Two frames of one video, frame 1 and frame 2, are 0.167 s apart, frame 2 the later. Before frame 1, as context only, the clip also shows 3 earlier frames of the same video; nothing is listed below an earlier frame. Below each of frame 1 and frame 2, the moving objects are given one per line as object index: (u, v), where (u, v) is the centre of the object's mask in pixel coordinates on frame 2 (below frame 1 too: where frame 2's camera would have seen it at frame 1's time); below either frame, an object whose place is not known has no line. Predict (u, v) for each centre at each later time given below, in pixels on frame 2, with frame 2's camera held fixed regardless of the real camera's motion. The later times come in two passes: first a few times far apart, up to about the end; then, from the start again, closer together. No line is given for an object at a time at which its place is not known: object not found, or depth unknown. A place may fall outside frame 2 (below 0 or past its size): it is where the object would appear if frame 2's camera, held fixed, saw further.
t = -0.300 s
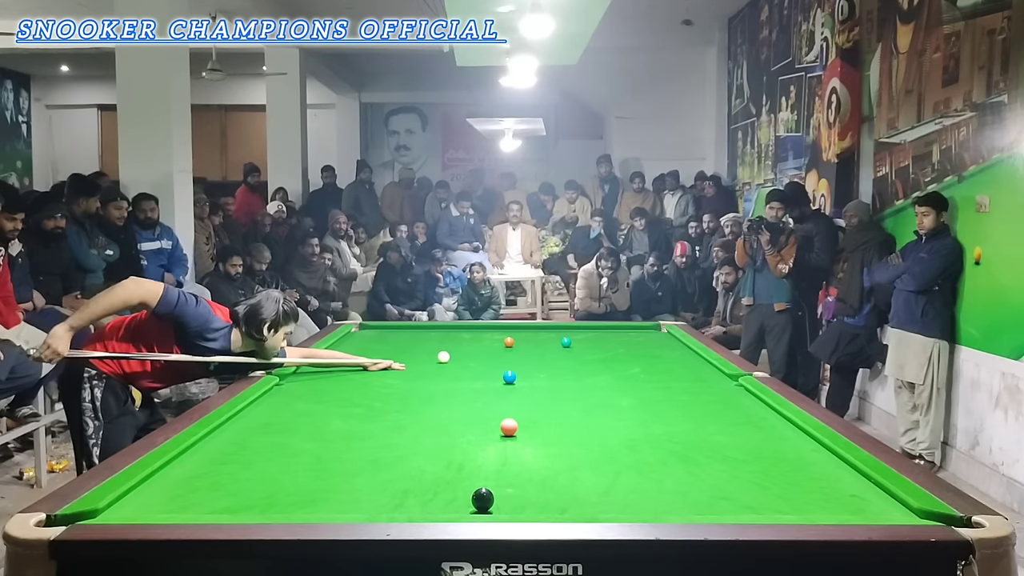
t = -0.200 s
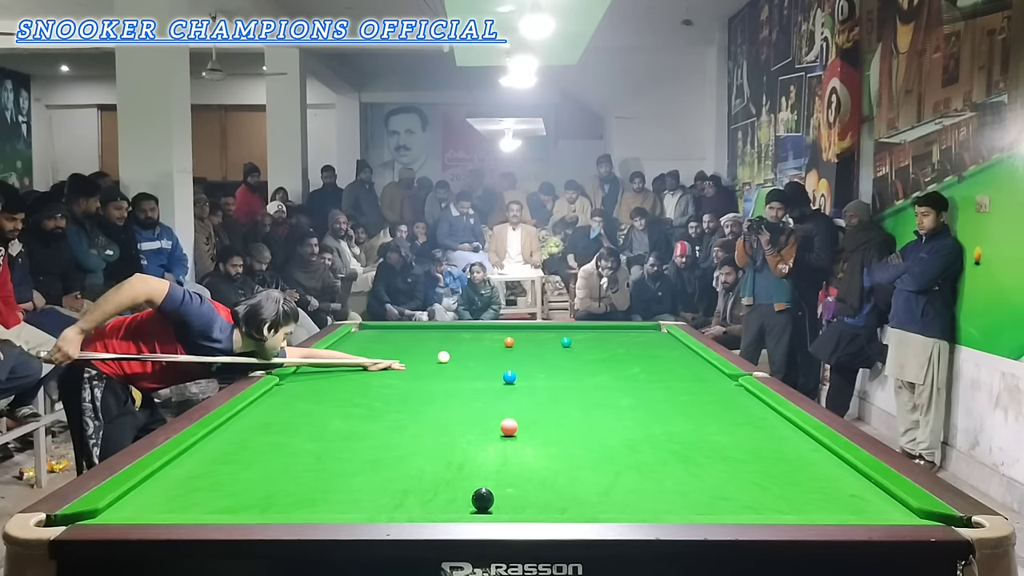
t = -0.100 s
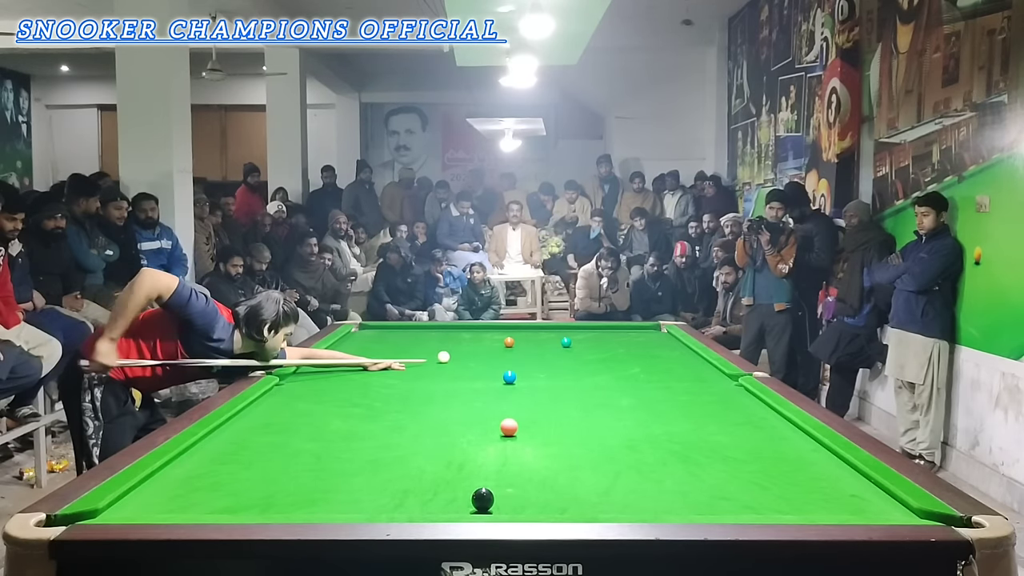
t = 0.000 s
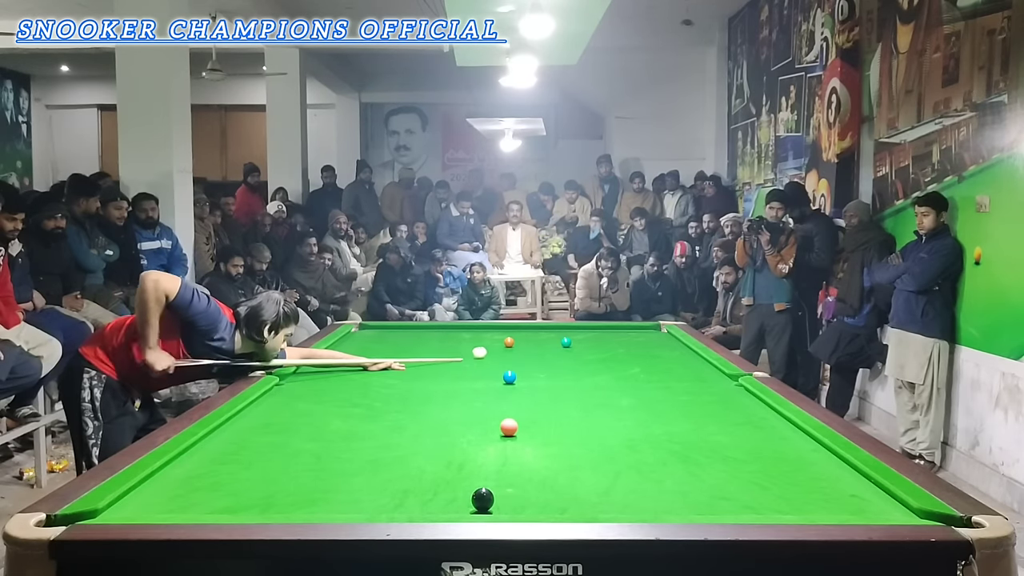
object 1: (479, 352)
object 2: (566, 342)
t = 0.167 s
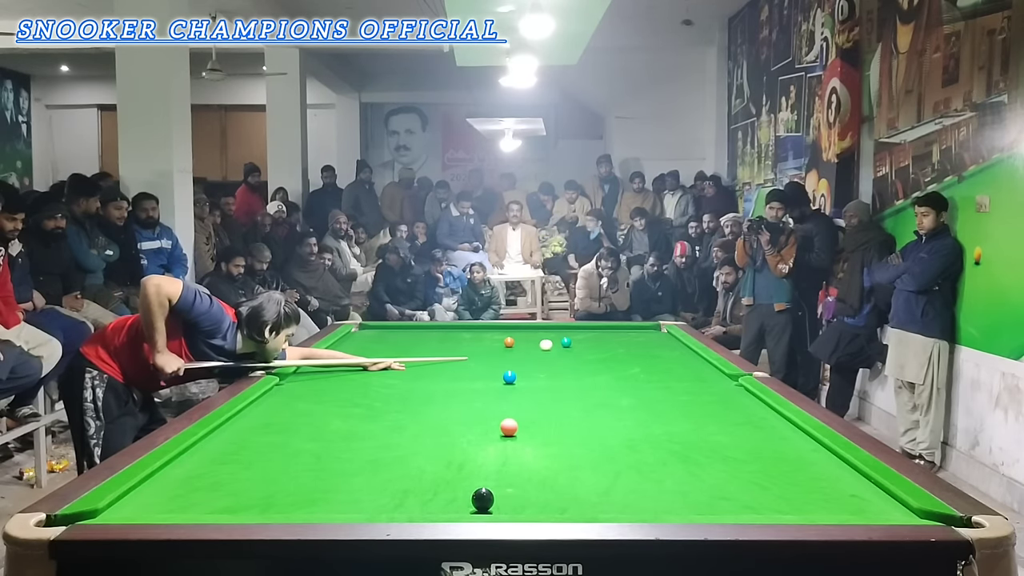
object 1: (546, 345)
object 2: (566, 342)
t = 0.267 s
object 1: (563, 343)
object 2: (577, 340)
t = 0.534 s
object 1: (572, 345)
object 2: (619, 333)
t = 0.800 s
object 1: (581, 347)
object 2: (652, 326)
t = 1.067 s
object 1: (588, 348)
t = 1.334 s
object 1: (594, 349)
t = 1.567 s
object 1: (598, 349)
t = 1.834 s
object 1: (602, 350)
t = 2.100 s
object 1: (604, 350)
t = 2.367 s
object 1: (605, 351)
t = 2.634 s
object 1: (606, 351)
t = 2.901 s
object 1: (606, 351)
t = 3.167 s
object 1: (606, 351)
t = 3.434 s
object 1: (606, 351)
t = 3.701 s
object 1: (606, 351)
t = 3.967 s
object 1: (606, 351)
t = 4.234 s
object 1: (606, 351)
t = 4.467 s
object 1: (606, 351)
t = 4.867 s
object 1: (606, 351)
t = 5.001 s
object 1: (606, 351)
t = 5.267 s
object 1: (606, 351)
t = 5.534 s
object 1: (606, 351)
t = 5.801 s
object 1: (606, 351)
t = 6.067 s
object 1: (606, 351)
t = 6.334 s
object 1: (606, 351)
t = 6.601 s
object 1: (606, 351)
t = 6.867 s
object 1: (606, 351)
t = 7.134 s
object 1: (606, 351)
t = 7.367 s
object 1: (606, 351)
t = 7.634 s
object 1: (606, 351)
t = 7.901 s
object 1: (606, 351)
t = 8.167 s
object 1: (606, 351)
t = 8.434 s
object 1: (606, 351)
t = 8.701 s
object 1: (606, 351)
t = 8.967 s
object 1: (606, 351)
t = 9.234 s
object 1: (606, 351)
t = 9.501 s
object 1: (606, 351)
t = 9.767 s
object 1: (606, 351)
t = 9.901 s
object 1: (606, 351)
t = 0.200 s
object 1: (556, 344)
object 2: (567, 342)
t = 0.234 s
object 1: (561, 343)
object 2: (571, 341)
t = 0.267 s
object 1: (563, 343)
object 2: (577, 340)
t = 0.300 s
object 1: (565, 344)
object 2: (583, 339)
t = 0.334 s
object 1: (566, 344)
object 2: (589, 338)
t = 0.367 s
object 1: (567, 344)
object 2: (595, 337)
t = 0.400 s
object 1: (568, 344)
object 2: (600, 336)
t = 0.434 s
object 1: (569, 344)
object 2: (604, 335)
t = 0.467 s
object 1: (570, 345)
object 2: (609, 334)
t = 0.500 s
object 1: (571, 345)
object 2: (614, 333)
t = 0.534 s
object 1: (572, 345)
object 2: (619, 333)
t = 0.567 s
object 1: (574, 345)
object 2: (623, 332)
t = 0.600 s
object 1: (575, 345)
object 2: (627, 331)
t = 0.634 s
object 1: (576, 346)
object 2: (632, 330)
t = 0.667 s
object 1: (577, 346)
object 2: (636, 329)
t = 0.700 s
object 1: (578, 346)
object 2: (640, 329)
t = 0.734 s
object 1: (579, 346)
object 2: (644, 328)
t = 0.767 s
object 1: (580, 346)
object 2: (649, 327)
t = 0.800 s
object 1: (581, 347)
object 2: (652, 326)
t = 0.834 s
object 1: (582, 347)
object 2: (657, 326)
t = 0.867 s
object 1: (582, 347)
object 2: (662, 327)
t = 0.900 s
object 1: (583, 347)
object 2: (663, 330)
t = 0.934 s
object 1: (584, 347)
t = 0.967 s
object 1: (585, 347)
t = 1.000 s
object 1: (586, 347)
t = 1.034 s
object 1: (587, 348)
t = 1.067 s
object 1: (588, 348)
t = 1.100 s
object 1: (589, 348)
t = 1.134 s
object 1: (589, 348)
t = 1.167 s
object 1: (590, 348)
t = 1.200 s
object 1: (591, 348)
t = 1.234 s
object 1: (591, 348)
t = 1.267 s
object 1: (592, 349)
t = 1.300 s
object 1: (593, 349)
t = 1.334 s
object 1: (594, 349)
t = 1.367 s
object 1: (595, 349)
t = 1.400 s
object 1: (595, 349)
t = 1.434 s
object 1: (596, 349)
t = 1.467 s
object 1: (596, 349)
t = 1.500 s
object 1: (597, 349)
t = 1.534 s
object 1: (598, 349)
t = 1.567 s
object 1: (598, 349)
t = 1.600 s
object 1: (599, 350)
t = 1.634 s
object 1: (599, 350)
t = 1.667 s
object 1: (600, 350)
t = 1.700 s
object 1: (600, 350)
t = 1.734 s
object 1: (601, 350)
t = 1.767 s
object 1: (601, 350)
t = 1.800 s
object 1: (602, 350)
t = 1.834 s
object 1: (602, 350)
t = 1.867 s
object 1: (603, 350)
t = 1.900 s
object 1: (603, 350)
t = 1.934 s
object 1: (603, 350)
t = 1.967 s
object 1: (603, 350)
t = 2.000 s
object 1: (604, 350)
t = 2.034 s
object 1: (604, 350)
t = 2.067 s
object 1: (604, 350)
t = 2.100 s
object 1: (604, 350)
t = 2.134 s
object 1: (604, 351)
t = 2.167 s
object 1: (605, 351)
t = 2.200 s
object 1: (605, 351)
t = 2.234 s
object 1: (605, 351)
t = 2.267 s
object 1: (605, 351)
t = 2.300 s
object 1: (605, 351)
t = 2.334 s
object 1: (605, 351)
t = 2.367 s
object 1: (605, 351)
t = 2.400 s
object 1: (605, 351)
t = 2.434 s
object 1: (606, 351)
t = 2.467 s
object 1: (606, 351)
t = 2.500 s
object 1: (606, 351)
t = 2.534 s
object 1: (606, 351)
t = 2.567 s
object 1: (606, 351)
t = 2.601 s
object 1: (606, 351)
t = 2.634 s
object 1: (606, 351)
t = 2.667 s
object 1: (606, 351)
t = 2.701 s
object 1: (606, 351)
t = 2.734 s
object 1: (606, 351)
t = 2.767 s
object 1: (606, 351)
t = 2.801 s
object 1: (606, 351)
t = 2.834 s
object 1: (606, 351)
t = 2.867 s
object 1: (606, 351)
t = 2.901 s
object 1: (606, 351)
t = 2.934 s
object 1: (606, 351)
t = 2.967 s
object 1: (606, 351)
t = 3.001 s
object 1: (606, 351)
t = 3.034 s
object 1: (606, 351)
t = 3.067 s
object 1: (606, 351)
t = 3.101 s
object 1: (606, 351)
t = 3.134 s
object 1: (606, 351)
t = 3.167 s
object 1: (606, 351)
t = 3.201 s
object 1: (606, 351)
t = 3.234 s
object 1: (606, 351)
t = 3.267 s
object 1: (606, 351)
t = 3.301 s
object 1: (606, 351)
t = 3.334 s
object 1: (606, 351)
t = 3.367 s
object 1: (606, 351)
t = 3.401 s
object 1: (606, 351)
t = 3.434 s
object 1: (606, 351)
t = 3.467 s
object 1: (606, 351)
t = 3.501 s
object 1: (606, 351)
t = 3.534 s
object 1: (606, 351)
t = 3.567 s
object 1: (606, 351)
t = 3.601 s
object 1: (606, 351)
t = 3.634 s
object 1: (606, 351)
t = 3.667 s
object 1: (606, 351)
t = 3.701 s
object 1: (606, 351)
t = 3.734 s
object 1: (606, 351)
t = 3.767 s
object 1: (606, 351)
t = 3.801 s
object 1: (606, 351)
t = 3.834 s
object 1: (606, 351)
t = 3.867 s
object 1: (606, 351)
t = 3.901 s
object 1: (606, 351)
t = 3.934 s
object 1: (606, 351)
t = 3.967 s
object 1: (606, 351)
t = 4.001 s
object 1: (606, 351)
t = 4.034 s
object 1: (606, 351)
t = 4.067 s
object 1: (606, 351)
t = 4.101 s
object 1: (606, 351)
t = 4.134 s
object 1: (606, 351)
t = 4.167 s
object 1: (606, 351)
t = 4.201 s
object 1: (606, 351)
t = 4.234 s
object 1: (606, 351)
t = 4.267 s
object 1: (606, 351)
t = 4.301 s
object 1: (606, 351)
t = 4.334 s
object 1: (606, 351)
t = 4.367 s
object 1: (606, 351)
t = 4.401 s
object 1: (606, 351)
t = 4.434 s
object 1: (606, 351)
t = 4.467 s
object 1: (606, 351)
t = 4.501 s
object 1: (606, 351)
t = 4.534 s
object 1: (606, 351)
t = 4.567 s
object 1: (606, 351)
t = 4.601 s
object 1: (606, 351)
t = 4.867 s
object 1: (606, 351)
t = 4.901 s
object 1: (606, 350)
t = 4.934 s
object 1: (606, 351)
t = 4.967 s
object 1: (606, 351)
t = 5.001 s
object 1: (606, 351)
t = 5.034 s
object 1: (606, 351)
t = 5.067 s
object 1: (606, 351)
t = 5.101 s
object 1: (606, 351)
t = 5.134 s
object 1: (606, 351)
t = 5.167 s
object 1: (606, 351)
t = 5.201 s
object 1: (606, 351)
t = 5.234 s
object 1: (606, 351)
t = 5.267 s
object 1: (606, 351)
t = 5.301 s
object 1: (606, 351)
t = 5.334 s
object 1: (606, 351)
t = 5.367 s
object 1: (606, 351)
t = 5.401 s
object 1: (606, 351)
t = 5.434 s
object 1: (606, 351)
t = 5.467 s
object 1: (606, 351)
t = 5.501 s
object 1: (606, 351)
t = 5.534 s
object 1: (606, 351)
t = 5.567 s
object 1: (606, 351)
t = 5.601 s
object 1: (606, 351)
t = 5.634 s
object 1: (606, 351)
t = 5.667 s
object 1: (606, 351)
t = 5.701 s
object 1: (606, 351)
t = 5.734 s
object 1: (606, 351)
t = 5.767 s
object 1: (606, 351)
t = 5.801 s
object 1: (606, 351)
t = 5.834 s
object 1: (606, 351)
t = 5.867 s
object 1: (606, 351)
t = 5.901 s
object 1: (606, 351)
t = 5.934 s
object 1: (606, 351)
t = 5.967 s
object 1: (606, 351)
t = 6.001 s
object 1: (606, 351)
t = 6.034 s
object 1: (606, 351)
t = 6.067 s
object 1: (606, 351)
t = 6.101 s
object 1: (606, 351)
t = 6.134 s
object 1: (606, 351)
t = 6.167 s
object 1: (606, 351)
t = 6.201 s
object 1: (606, 351)
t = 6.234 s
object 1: (606, 351)
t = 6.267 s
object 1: (606, 351)
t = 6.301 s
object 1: (606, 351)
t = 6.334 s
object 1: (606, 351)
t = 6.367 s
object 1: (606, 351)
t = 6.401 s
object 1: (606, 351)
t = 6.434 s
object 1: (606, 351)
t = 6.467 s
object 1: (606, 351)
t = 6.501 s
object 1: (606, 351)
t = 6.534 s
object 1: (606, 351)
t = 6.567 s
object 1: (606, 351)
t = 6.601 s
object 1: (606, 351)
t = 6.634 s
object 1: (606, 351)
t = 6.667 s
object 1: (606, 351)
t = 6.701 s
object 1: (606, 351)
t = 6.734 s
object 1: (606, 351)
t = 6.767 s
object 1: (606, 351)
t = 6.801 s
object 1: (606, 351)
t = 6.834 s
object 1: (606, 351)
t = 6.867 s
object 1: (606, 351)
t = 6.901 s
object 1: (606, 351)
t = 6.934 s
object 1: (606, 351)
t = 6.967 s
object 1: (606, 351)
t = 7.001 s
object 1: (606, 351)
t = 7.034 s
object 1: (606, 351)
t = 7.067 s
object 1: (606, 351)
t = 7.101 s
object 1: (606, 351)
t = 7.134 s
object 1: (606, 351)
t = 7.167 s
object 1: (606, 351)
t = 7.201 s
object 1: (606, 351)
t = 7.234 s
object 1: (606, 351)
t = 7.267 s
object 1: (606, 351)
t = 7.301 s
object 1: (606, 351)
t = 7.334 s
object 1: (606, 351)
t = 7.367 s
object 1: (606, 351)
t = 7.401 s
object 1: (606, 351)
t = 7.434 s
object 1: (606, 351)
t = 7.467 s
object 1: (606, 351)
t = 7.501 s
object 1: (606, 351)
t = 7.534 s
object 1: (606, 351)
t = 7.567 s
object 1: (606, 351)
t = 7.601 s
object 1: (606, 351)
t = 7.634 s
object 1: (606, 351)
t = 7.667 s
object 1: (606, 351)
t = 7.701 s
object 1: (606, 351)
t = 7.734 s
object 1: (606, 351)
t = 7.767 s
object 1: (606, 351)
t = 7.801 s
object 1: (606, 351)
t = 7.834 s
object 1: (606, 351)
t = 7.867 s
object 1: (606, 351)
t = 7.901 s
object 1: (606, 351)
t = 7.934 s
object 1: (606, 351)
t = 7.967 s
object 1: (606, 351)
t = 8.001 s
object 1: (606, 351)
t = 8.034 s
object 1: (606, 351)
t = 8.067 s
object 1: (606, 351)
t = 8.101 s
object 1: (606, 351)
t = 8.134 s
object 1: (606, 351)
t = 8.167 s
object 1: (606, 351)
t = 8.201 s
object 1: (606, 351)
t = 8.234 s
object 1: (606, 351)
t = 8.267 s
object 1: (606, 351)
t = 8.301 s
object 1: (606, 351)
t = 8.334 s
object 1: (606, 351)
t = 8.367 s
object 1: (606, 351)
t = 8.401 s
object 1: (606, 351)
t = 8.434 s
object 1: (606, 351)
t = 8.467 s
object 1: (606, 351)
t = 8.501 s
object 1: (606, 351)
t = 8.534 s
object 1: (606, 351)
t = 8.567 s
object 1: (606, 351)
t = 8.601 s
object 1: (606, 351)
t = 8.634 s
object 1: (606, 351)
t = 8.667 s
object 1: (606, 351)
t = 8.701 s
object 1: (606, 351)
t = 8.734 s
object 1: (606, 351)
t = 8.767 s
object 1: (606, 351)
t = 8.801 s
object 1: (606, 351)
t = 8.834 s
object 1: (606, 351)
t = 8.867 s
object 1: (606, 351)
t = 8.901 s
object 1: (606, 351)
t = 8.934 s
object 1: (606, 351)
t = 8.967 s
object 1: (606, 351)
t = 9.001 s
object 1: (606, 351)
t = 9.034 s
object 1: (606, 351)
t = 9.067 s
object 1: (606, 351)
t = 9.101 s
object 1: (606, 351)
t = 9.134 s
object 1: (606, 351)
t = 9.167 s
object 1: (606, 351)
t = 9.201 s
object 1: (606, 351)
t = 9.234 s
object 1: (606, 351)
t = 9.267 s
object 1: (606, 351)
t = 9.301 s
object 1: (606, 351)
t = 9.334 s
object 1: (606, 351)
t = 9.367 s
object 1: (606, 351)
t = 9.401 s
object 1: (606, 351)
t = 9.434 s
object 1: (606, 351)
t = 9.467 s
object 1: (606, 351)
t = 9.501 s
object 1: (606, 351)
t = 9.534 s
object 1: (606, 351)
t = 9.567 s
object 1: (606, 351)
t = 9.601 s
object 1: (606, 351)
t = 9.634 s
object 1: (606, 351)
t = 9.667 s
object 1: (606, 351)
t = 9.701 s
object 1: (606, 351)
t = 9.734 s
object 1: (606, 351)
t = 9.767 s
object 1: (606, 351)
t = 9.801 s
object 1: (606, 351)
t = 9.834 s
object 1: (606, 351)
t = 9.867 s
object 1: (606, 351)
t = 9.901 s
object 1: (606, 351)
